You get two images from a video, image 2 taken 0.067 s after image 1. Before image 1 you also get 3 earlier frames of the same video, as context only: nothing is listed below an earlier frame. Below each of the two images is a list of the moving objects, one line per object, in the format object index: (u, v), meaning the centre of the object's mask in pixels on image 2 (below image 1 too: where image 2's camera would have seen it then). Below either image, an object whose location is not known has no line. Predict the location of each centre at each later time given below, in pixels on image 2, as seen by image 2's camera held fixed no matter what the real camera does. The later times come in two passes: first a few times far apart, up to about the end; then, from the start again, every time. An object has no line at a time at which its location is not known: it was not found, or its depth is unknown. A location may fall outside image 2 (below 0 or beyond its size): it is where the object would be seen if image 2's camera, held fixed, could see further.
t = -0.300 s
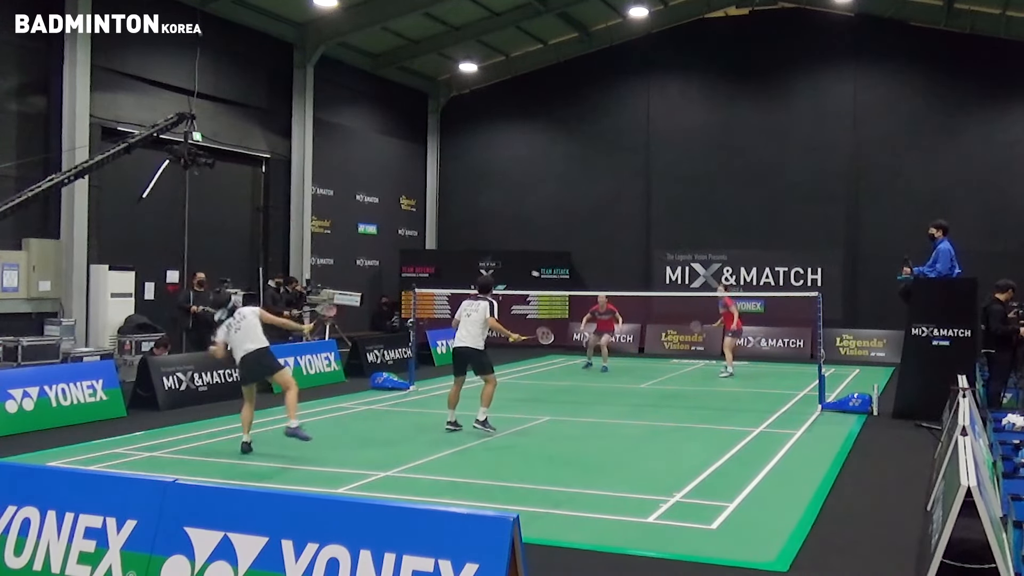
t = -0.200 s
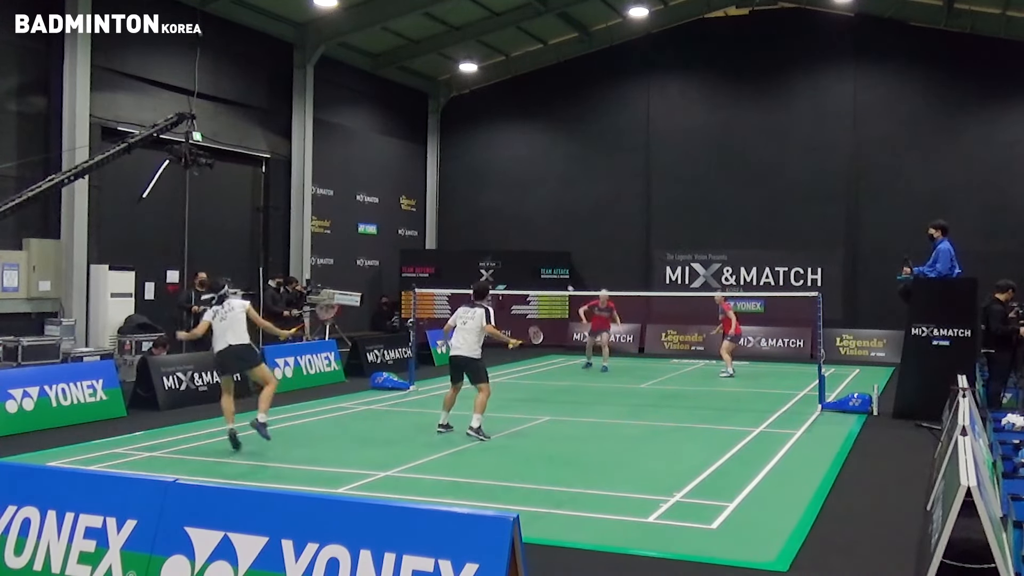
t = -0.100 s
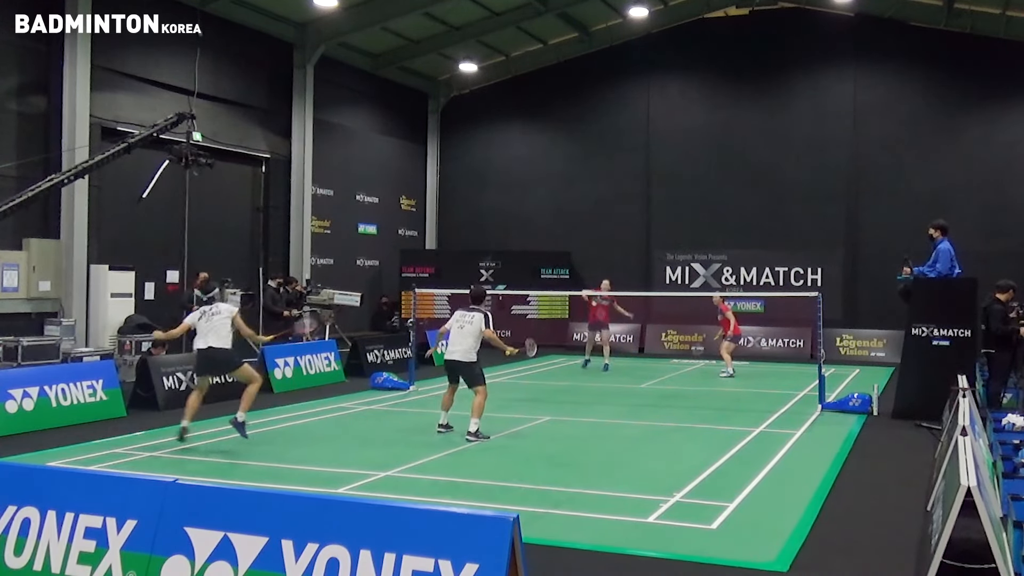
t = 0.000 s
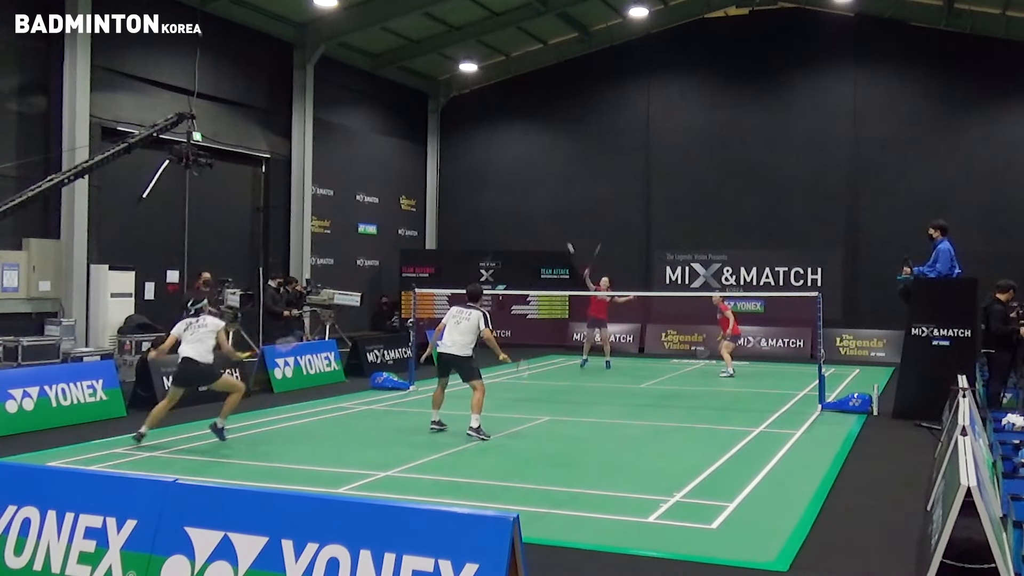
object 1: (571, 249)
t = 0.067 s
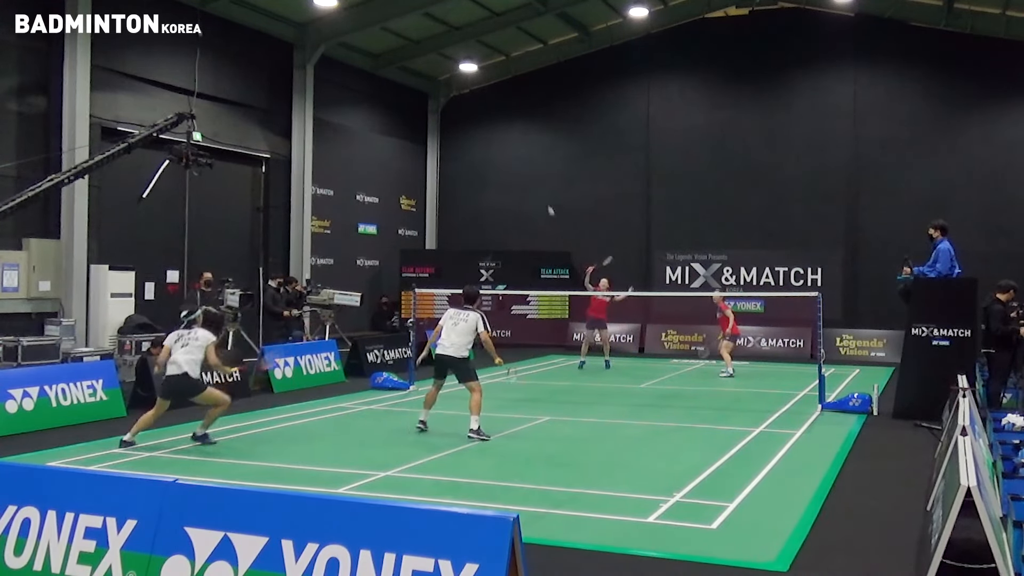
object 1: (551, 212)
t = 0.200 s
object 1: (518, 158)
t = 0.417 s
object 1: (473, 110)
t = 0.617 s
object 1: (435, 102)
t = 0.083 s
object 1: (546, 203)
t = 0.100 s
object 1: (542, 196)
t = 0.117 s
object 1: (538, 189)
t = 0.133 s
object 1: (534, 182)
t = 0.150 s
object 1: (530, 175)
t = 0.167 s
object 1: (526, 169)
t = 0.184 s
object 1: (522, 163)
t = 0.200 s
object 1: (518, 158)
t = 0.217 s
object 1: (515, 152)
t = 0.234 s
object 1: (511, 147)
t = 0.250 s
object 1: (508, 143)
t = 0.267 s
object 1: (504, 138)
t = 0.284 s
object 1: (500, 134)
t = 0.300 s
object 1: (497, 131)
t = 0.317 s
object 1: (493, 127)
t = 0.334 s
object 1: (490, 124)
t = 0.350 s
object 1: (487, 120)
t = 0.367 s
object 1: (483, 117)
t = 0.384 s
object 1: (480, 115)
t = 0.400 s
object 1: (477, 112)
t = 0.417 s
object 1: (473, 110)
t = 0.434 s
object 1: (470, 108)
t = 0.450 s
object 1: (467, 106)
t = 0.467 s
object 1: (464, 105)
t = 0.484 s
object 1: (461, 104)
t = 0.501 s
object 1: (457, 102)
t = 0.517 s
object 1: (454, 102)
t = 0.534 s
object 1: (451, 101)
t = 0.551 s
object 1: (448, 101)
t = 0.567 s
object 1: (445, 101)
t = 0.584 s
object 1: (441, 101)
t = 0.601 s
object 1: (439, 102)
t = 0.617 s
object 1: (435, 102)
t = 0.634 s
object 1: (432, 103)
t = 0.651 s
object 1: (429, 104)
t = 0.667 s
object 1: (426, 106)
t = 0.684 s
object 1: (423, 108)
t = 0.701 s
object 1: (420, 110)
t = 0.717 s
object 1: (417, 112)
